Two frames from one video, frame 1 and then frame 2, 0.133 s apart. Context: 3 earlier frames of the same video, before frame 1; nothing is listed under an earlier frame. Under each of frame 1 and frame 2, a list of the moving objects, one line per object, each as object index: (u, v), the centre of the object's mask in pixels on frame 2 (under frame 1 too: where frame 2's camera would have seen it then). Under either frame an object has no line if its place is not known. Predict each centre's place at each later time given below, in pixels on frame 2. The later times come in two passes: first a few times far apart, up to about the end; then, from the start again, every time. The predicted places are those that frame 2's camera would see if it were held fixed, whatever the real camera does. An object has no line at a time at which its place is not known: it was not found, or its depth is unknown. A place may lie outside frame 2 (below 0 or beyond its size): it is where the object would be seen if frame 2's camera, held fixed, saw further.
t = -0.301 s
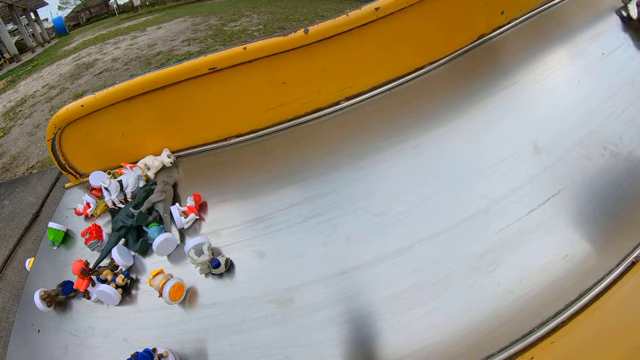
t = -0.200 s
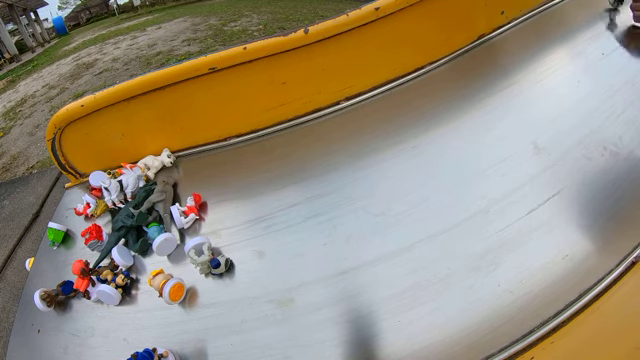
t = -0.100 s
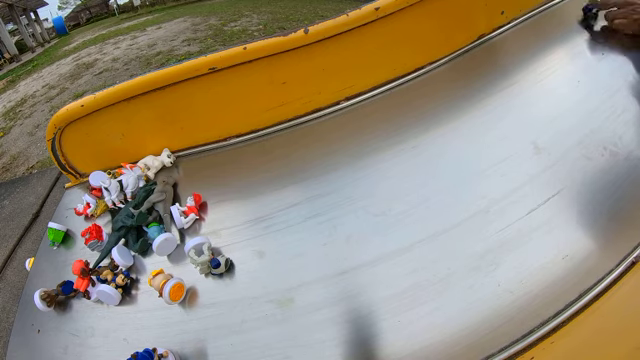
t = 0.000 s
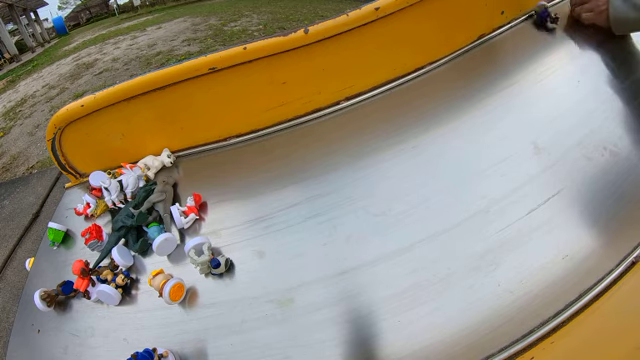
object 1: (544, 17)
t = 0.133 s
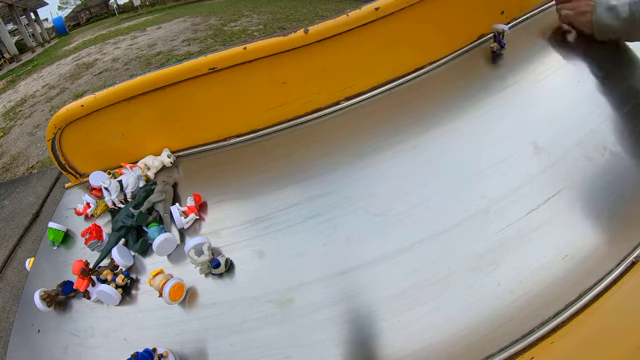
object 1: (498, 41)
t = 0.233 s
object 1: (435, 79)
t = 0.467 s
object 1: (244, 151)
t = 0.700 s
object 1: (172, 164)
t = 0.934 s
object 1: (171, 164)
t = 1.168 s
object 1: (171, 164)
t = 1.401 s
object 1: (171, 164)
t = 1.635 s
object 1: (171, 164)
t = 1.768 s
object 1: (171, 164)
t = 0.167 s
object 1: (480, 51)
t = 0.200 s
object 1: (459, 65)
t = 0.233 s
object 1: (435, 79)
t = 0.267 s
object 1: (409, 90)
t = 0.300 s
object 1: (382, 103)
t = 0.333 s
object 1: (353, 114)
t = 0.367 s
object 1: (324, 125)
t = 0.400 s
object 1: (296, 135)
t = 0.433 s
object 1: (269, 143)
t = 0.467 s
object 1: (244, 151)
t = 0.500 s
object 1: (220, 158)
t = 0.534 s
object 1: (199, 163)
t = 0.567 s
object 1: (184, 165)
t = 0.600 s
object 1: (174, 165)
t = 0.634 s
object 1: (171, 164)
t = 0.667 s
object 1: (172, 164)
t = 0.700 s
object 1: (172, 164)
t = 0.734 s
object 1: (171, 164)
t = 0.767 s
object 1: (171, 164)
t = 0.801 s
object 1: (171, 164)
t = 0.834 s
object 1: (171, 164)
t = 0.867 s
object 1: (171, 164)
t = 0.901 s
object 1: (171, 164)
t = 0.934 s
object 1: (171, 164)
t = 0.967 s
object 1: (171, 164)
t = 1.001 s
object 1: (171, 164)
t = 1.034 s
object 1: (171, 164)
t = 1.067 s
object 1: (171, 164)
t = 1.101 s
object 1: (171, 164)
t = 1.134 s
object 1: (171, 164)
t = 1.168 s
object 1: (171, 164)
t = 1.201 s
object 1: (171, 164)
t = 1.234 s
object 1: (171, 164)
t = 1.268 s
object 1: (171, 164)
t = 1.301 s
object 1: (171, 164)
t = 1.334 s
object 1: (171, 164)
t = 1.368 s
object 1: (171, 164)
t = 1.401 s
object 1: (171, 164)
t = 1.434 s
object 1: (171, 164)
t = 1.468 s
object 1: (171, 164)
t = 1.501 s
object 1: (171, 164)
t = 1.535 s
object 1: (171, 164)
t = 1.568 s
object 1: (171, 164)
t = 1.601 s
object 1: (171, 164)
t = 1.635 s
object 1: (171, 164)
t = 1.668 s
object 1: (172, 164)
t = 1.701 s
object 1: (171, 164)
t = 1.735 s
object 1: (171, 164)
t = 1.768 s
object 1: (171, 164)
